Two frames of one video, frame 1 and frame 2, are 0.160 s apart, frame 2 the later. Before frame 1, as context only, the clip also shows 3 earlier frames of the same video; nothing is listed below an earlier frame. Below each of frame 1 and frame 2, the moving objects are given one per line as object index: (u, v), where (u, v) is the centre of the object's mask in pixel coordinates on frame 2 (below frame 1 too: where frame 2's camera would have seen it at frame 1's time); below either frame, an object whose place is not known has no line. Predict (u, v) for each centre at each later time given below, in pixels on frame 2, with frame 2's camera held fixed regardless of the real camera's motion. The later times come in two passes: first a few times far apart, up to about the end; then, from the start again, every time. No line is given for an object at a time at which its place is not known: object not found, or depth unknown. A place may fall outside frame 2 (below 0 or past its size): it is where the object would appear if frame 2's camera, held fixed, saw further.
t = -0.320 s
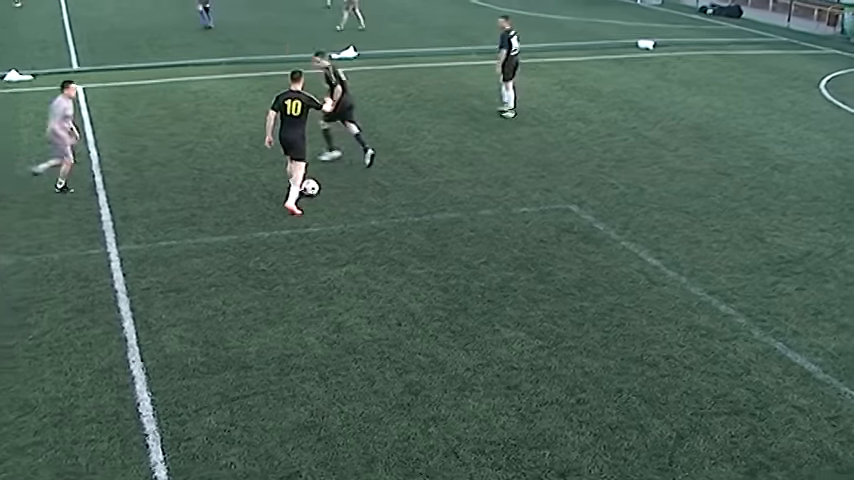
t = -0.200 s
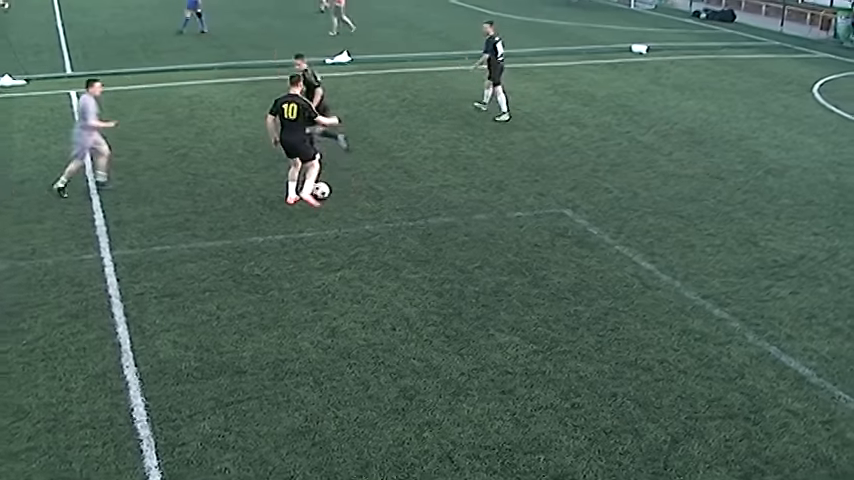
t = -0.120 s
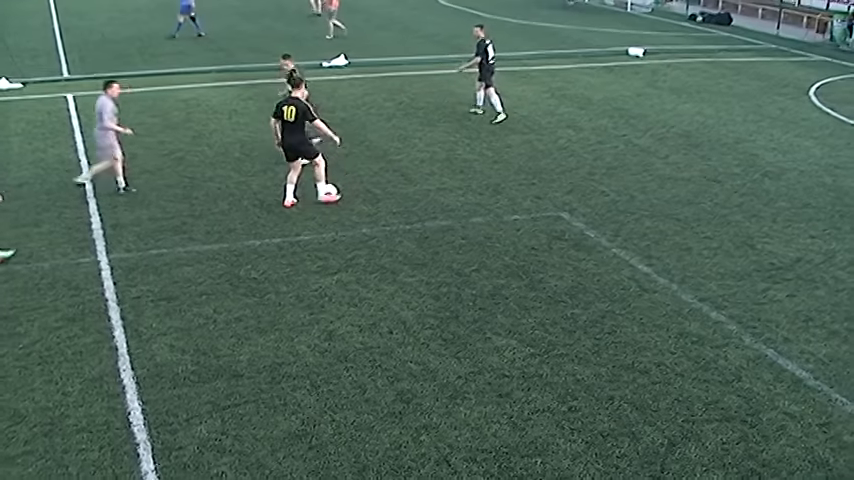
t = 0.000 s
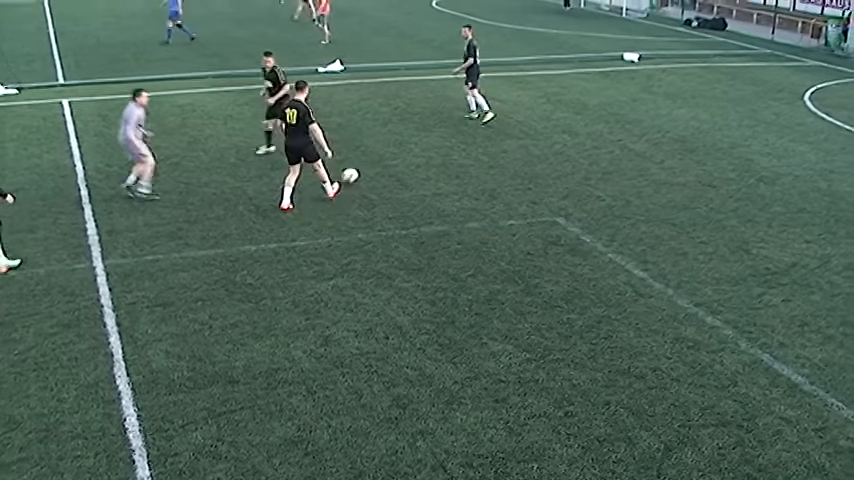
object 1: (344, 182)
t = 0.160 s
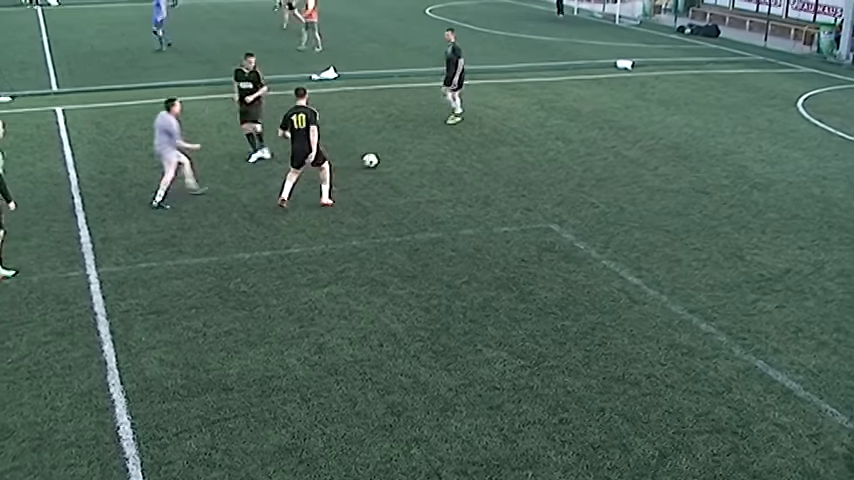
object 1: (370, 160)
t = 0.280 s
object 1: (385, 146)
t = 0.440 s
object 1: (402, 132)
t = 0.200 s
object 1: (376, 155)
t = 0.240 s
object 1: (381, 150)
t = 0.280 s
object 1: (385, 146)
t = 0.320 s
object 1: (391, 144)
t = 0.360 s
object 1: (395, 139)
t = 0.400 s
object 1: (399, 135)
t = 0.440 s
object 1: (402, 132)
